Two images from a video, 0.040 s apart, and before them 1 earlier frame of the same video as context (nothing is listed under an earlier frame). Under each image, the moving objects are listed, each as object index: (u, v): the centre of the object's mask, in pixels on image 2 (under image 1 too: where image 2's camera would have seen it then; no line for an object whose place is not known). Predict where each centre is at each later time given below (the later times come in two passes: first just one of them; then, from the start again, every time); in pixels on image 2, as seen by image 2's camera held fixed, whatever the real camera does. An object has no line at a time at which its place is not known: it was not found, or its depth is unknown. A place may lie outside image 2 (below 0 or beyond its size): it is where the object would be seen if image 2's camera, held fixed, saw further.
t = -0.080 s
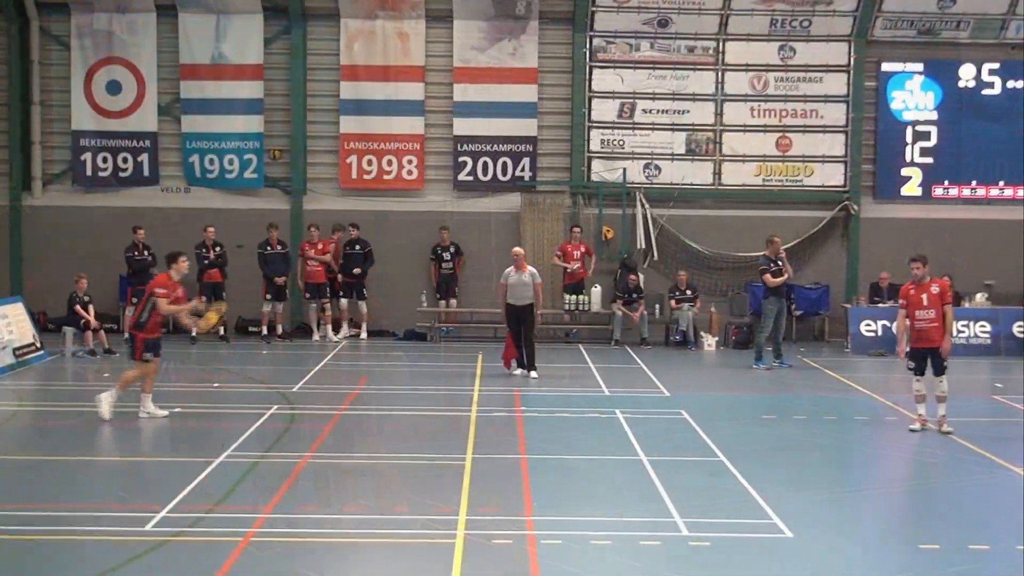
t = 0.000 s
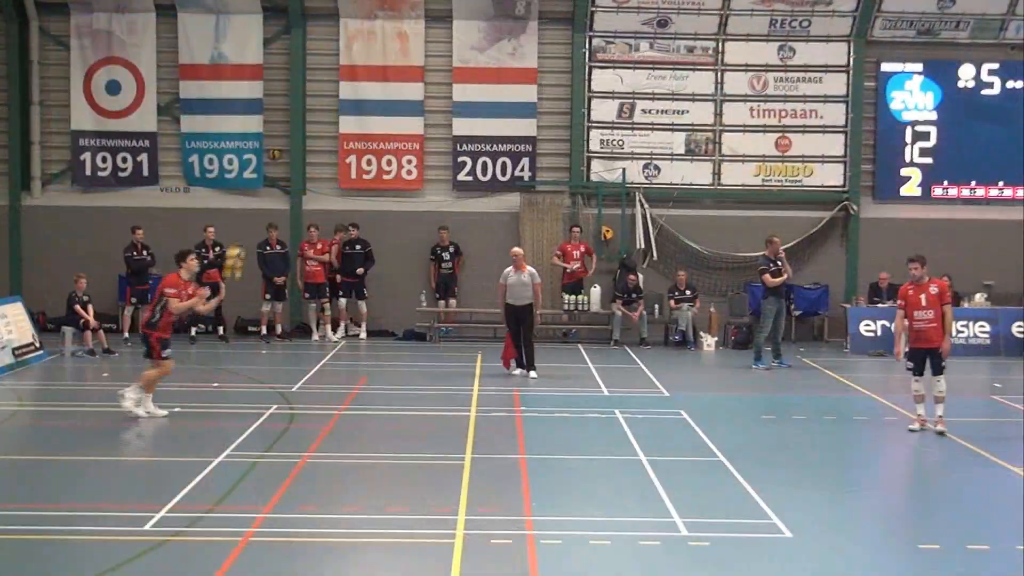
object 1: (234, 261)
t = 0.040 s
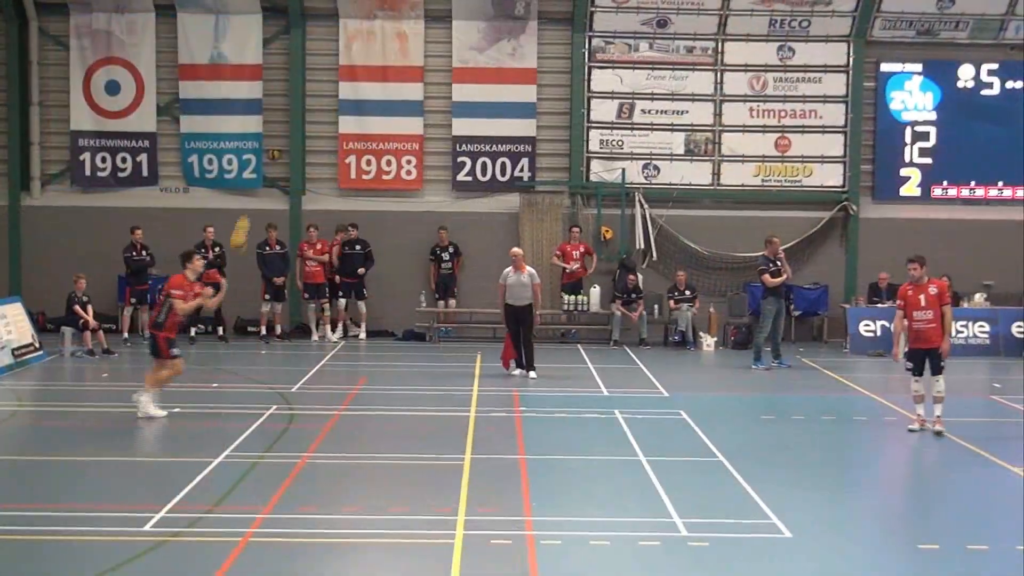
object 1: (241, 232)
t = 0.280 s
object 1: (284, 91)
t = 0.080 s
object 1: (248, 205)
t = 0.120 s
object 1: (255, 181)
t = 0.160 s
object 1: (263, 156)
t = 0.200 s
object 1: (269, 133)
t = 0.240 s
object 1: (277, 113)
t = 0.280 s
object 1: (284, 91)
